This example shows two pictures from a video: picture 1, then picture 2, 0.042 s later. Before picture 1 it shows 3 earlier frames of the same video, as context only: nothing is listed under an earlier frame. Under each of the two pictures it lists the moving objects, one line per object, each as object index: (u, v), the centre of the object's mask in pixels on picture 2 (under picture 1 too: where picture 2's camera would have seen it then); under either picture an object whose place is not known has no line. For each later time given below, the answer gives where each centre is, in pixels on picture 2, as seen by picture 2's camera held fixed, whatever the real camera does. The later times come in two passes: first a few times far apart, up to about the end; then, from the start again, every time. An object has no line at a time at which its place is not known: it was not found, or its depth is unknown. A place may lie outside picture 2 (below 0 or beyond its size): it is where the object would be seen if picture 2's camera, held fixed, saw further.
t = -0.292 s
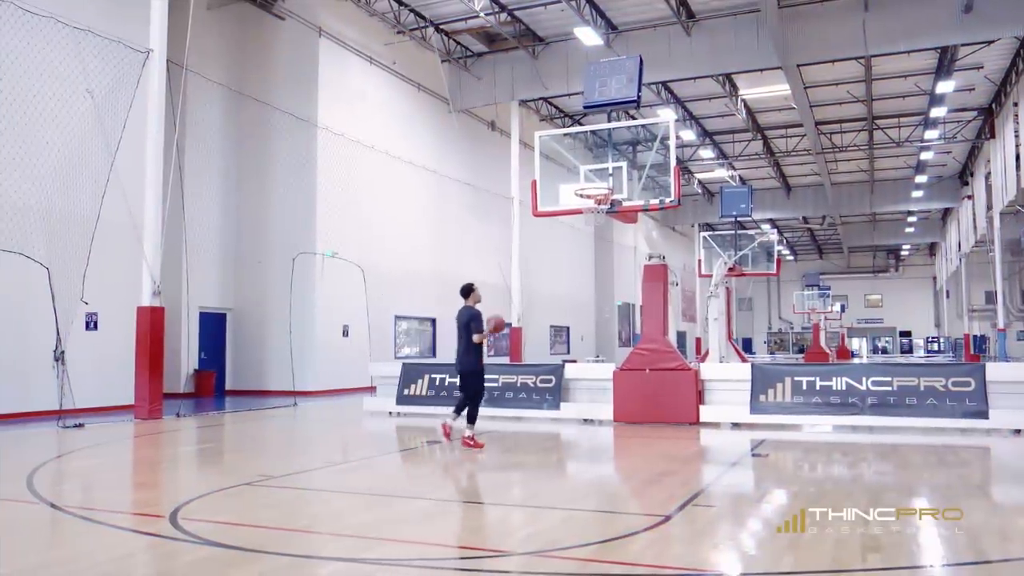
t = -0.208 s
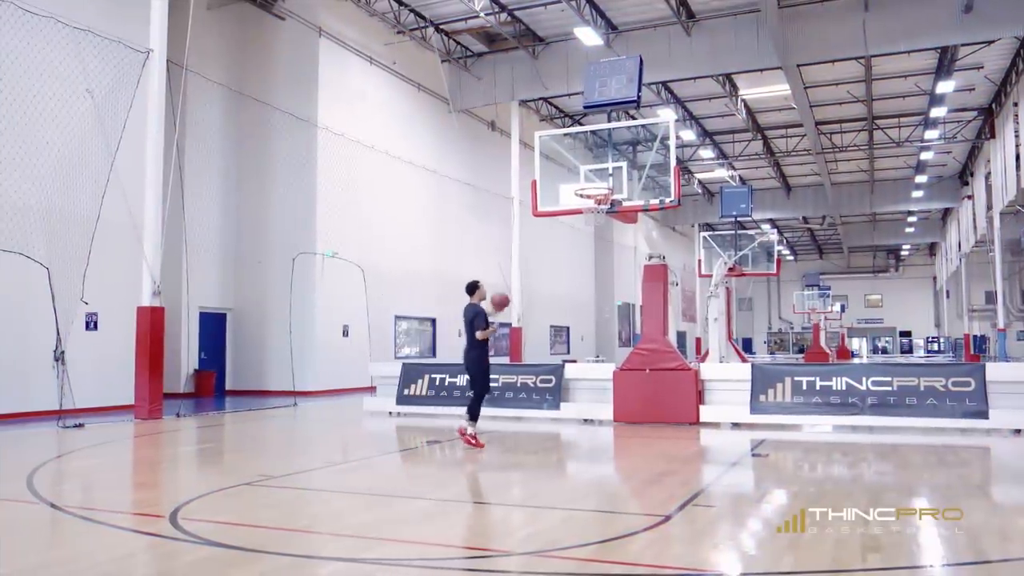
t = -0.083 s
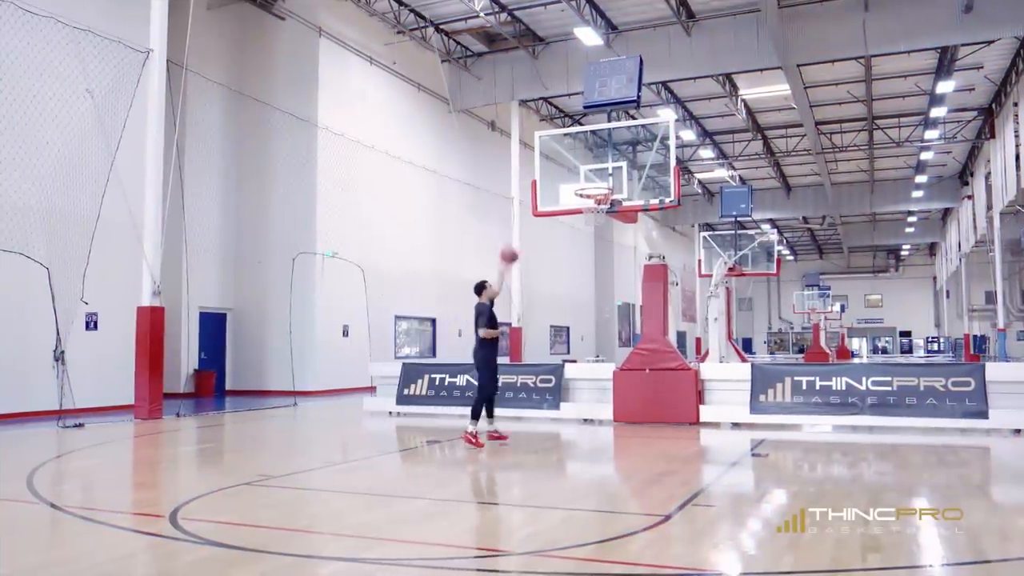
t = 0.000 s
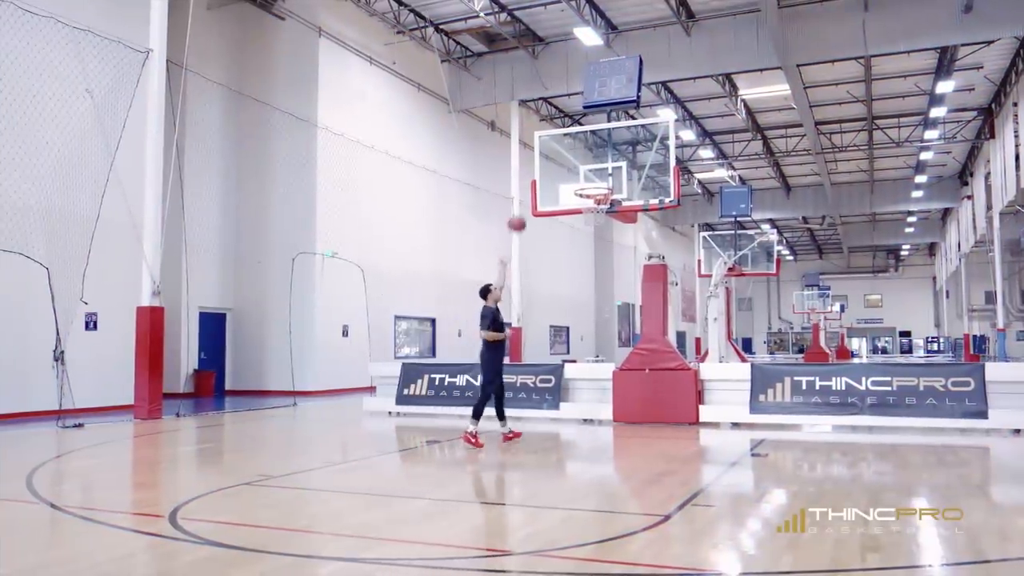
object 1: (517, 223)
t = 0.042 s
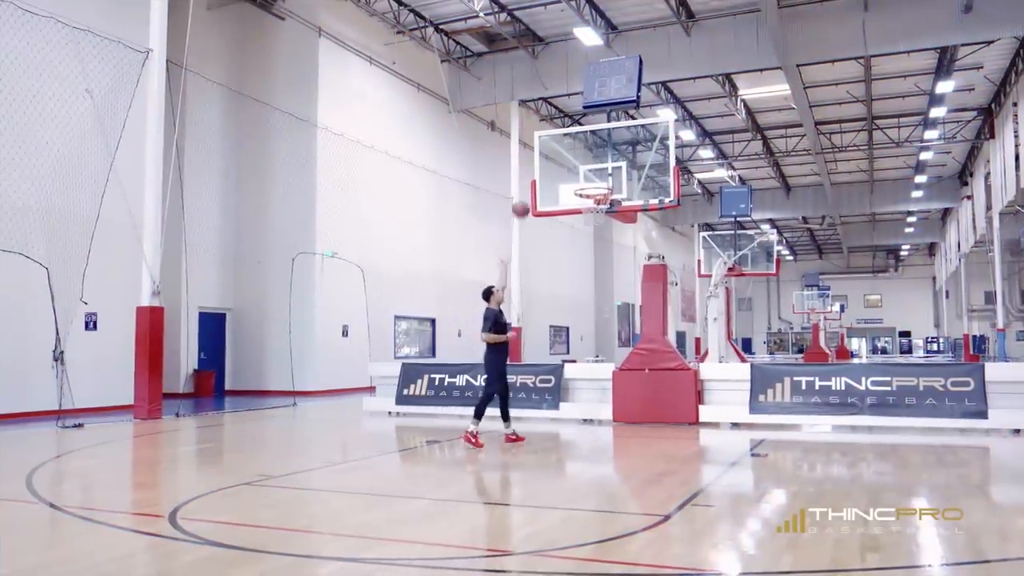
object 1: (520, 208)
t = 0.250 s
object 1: (540, 158)
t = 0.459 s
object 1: (560, 138)
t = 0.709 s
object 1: (584, 158)
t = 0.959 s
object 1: (595, 192)
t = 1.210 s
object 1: (582, 217)
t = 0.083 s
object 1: (524, 196)
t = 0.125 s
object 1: (528, 185)
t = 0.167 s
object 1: (533, 174)
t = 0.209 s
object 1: (536, 166)
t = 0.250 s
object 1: (540, 158)
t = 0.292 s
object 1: (544, 151)
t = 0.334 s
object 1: (548, 146)
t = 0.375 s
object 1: (552, 143)
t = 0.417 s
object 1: (556, 139)
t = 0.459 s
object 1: (560, 138)
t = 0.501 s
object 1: (564, 138)
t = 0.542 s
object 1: (568, 140)
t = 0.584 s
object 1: (572, 142)
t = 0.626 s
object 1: (576, 147)
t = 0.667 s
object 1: (581, 153)
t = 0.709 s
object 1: (584, 158)
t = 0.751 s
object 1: (589, 167)
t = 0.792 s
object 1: (593, 177)
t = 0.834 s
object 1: (598, 188)
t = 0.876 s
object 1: (598, 188)
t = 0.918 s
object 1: (597, 189)
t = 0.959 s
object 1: (595, 192)
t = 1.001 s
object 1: (590, 197)
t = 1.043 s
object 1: (588, 203)
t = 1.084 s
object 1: (584, 210)
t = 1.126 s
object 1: (583, 213)
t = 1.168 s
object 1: (582, 216)
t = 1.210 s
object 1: (582, 217)
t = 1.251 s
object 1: (583, 222)
